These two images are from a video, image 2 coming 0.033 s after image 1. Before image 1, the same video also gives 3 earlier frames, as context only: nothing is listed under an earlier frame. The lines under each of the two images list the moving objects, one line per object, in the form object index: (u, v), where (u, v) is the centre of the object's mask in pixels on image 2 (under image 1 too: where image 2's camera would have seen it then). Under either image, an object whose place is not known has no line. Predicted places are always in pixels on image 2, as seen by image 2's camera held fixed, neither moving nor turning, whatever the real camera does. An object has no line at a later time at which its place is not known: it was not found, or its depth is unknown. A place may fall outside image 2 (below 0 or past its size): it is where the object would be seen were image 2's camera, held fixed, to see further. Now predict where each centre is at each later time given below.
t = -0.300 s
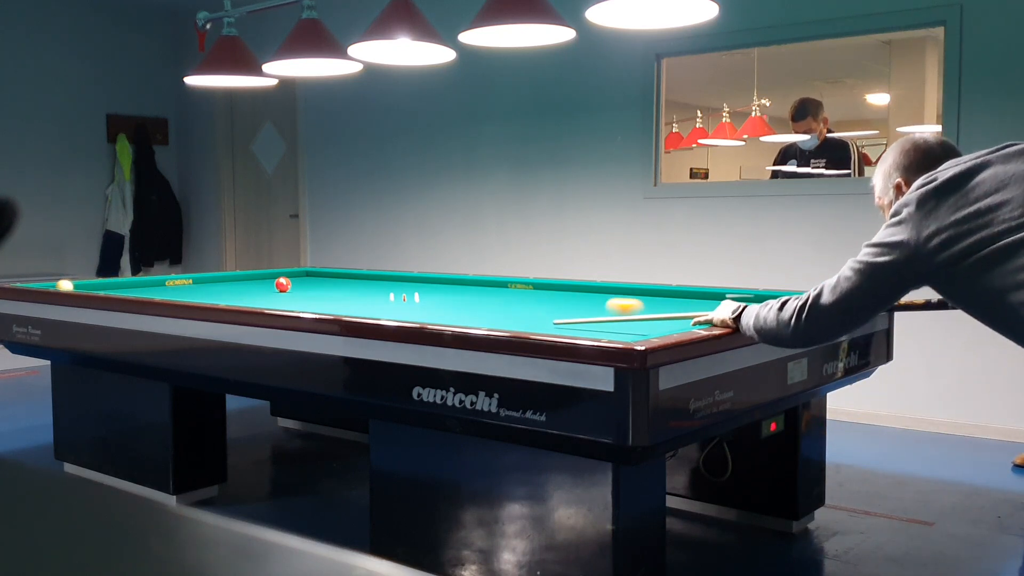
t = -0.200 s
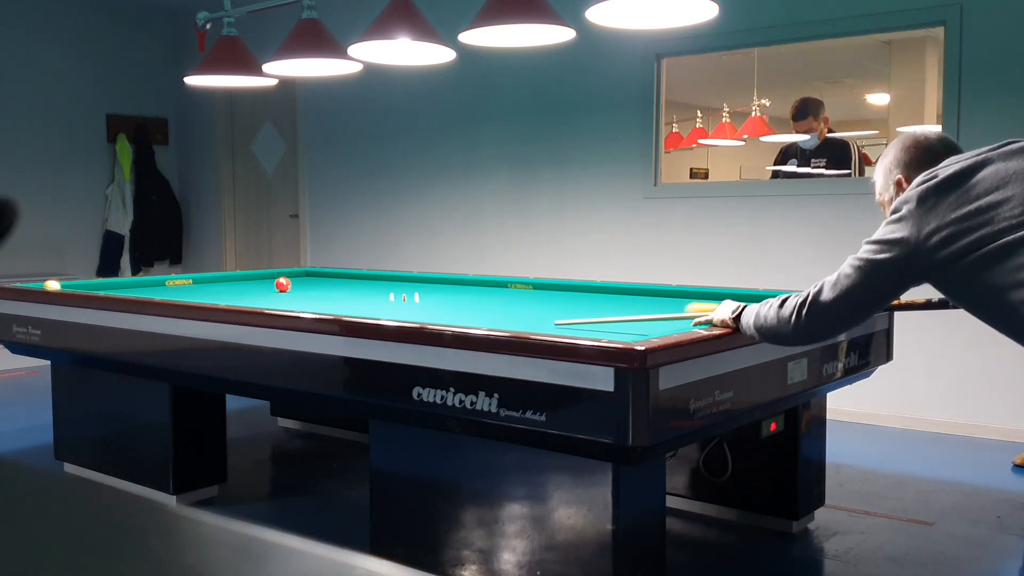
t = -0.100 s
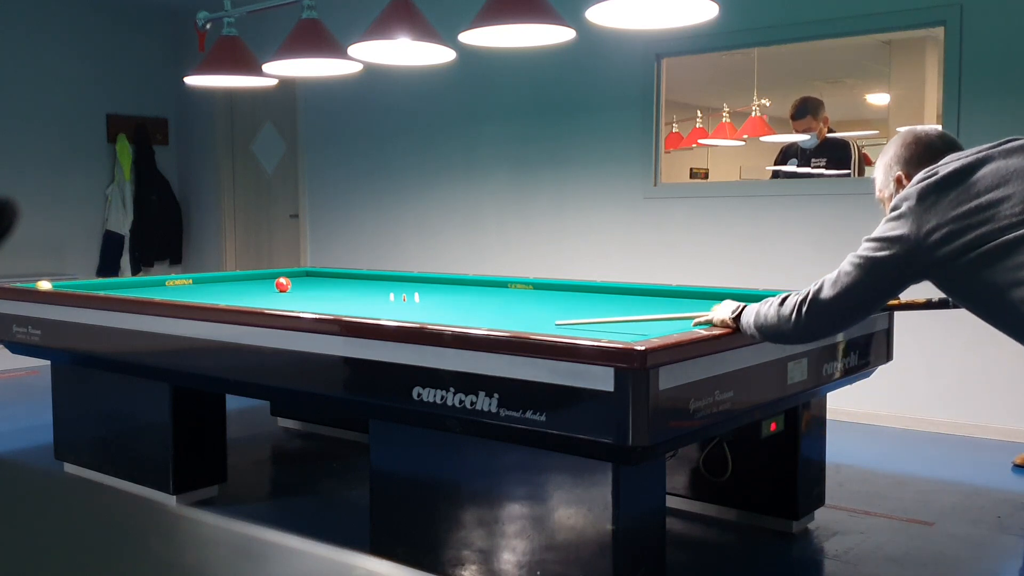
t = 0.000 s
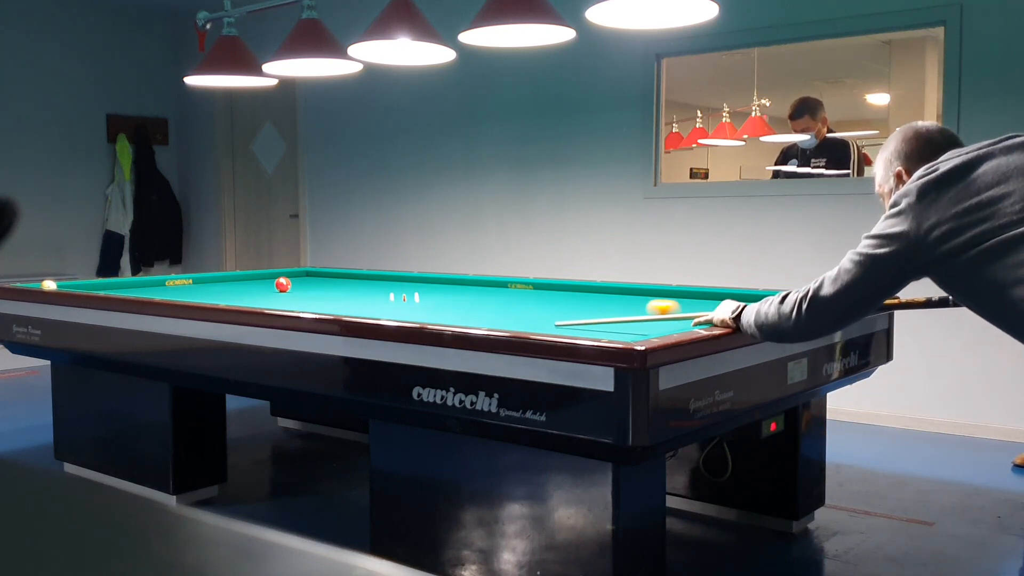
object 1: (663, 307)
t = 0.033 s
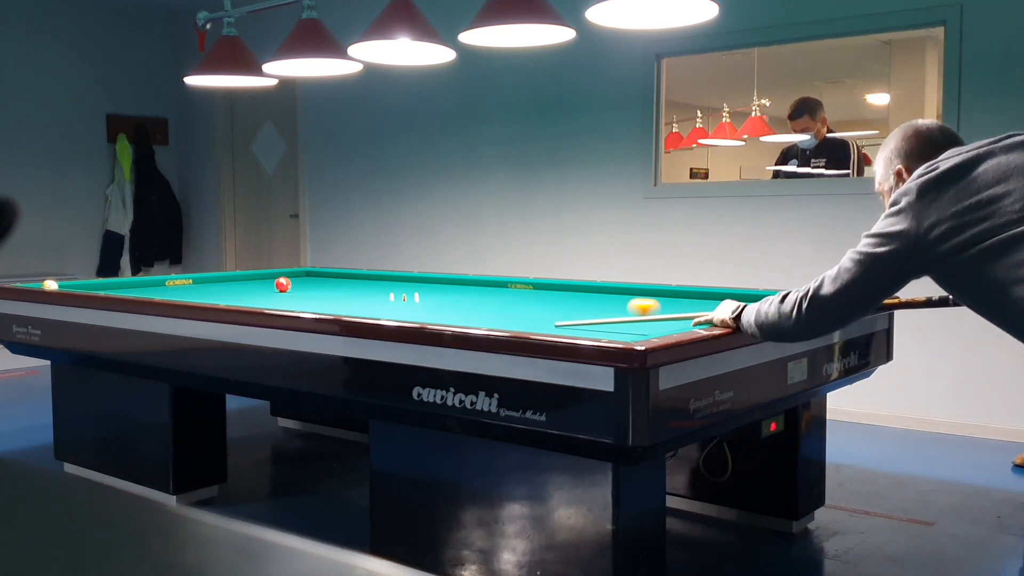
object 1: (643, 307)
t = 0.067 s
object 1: (625, 306)
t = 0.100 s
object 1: (609, 306)
